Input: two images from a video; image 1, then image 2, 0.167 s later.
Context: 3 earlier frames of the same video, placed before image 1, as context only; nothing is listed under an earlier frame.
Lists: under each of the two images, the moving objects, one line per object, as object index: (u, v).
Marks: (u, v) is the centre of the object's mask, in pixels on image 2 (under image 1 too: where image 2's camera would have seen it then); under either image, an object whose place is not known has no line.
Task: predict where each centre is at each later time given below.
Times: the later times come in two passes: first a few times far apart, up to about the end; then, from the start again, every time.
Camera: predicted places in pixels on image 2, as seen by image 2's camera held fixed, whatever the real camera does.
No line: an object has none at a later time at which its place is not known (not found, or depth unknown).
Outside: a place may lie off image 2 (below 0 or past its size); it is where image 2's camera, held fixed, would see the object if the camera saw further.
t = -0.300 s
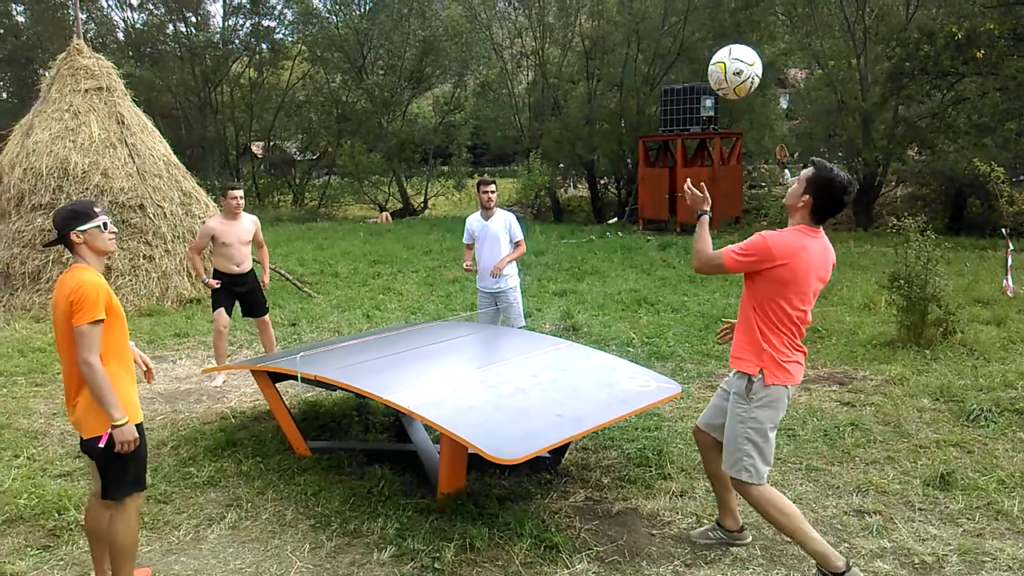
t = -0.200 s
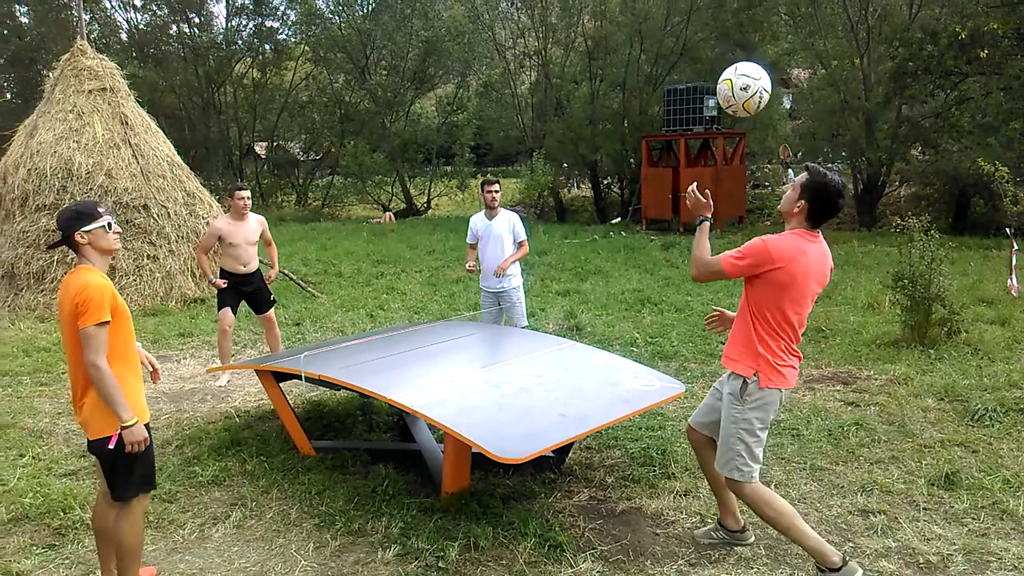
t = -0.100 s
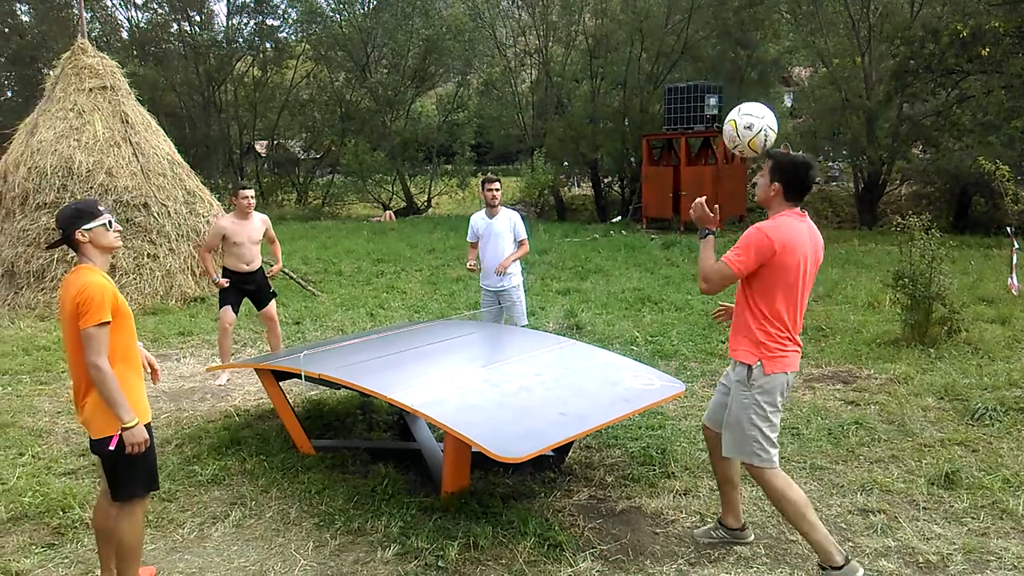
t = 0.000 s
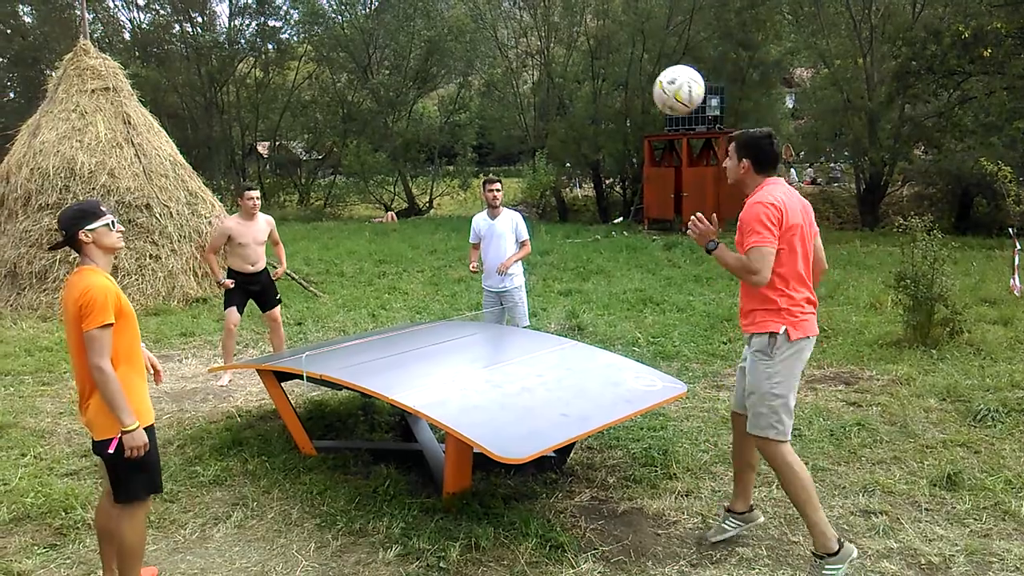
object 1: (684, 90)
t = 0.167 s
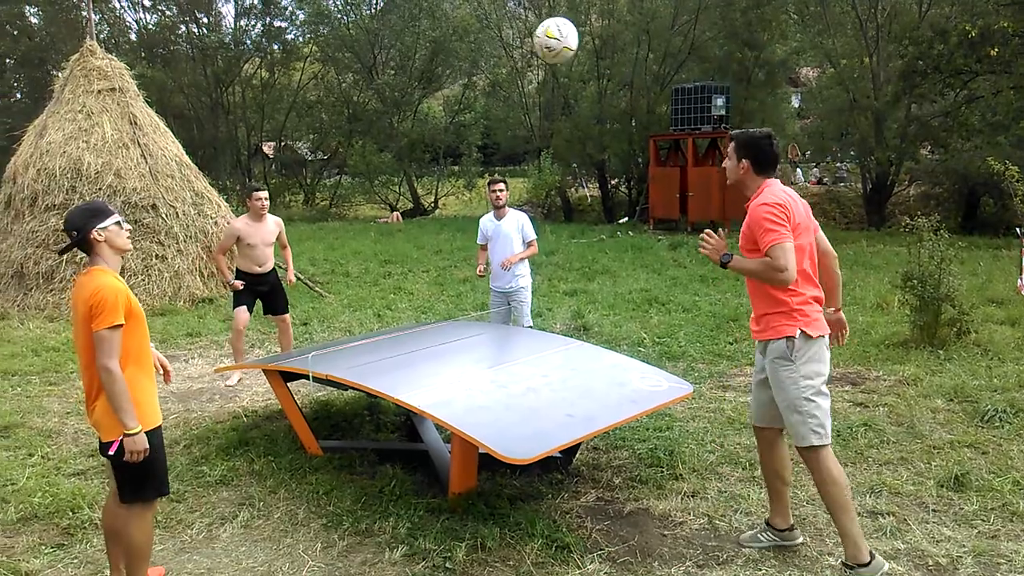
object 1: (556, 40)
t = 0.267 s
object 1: (493, 40)
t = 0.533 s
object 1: (366, 116)
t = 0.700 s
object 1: (311, 205)
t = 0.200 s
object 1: (534, 37)
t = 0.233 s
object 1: (513, 38)
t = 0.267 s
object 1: (493, 40)
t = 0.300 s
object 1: (474, 43)
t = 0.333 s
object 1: (456, 49)
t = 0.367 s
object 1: (439, 57)
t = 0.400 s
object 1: (423, 66)
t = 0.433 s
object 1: (408, 76)
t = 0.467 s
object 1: (393, 89)
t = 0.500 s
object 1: (379, 102)
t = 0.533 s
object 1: (366, 116)
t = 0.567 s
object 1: (354, 132)
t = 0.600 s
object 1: (342, 149)
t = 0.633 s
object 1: (331, 167)
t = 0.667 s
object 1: (321, 185)
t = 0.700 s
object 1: (311, 205)
